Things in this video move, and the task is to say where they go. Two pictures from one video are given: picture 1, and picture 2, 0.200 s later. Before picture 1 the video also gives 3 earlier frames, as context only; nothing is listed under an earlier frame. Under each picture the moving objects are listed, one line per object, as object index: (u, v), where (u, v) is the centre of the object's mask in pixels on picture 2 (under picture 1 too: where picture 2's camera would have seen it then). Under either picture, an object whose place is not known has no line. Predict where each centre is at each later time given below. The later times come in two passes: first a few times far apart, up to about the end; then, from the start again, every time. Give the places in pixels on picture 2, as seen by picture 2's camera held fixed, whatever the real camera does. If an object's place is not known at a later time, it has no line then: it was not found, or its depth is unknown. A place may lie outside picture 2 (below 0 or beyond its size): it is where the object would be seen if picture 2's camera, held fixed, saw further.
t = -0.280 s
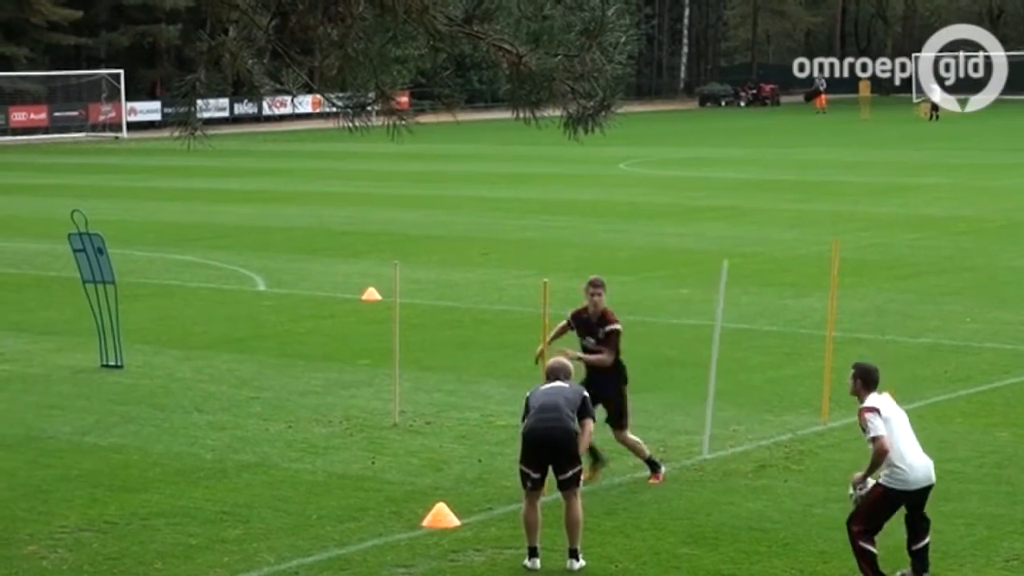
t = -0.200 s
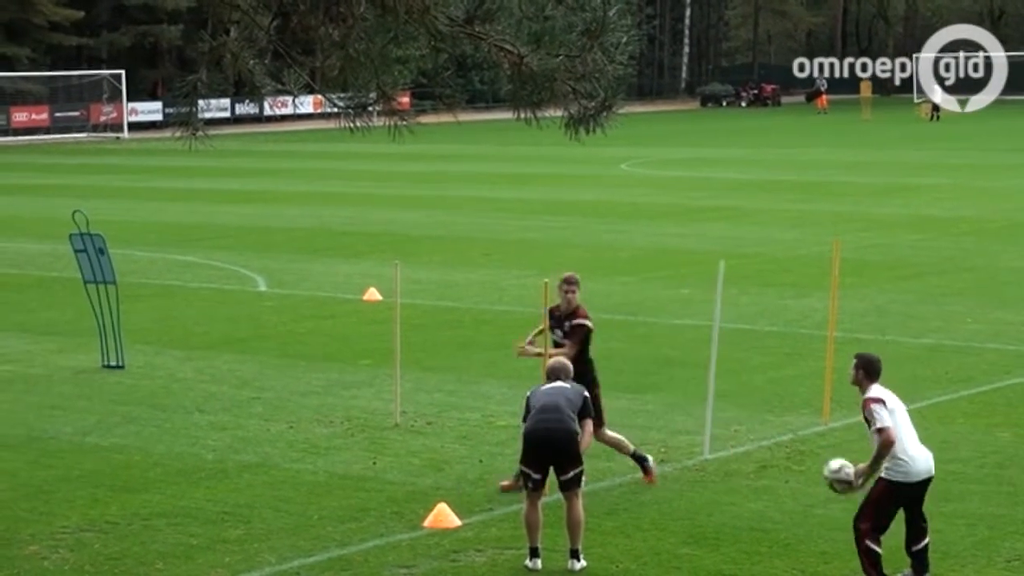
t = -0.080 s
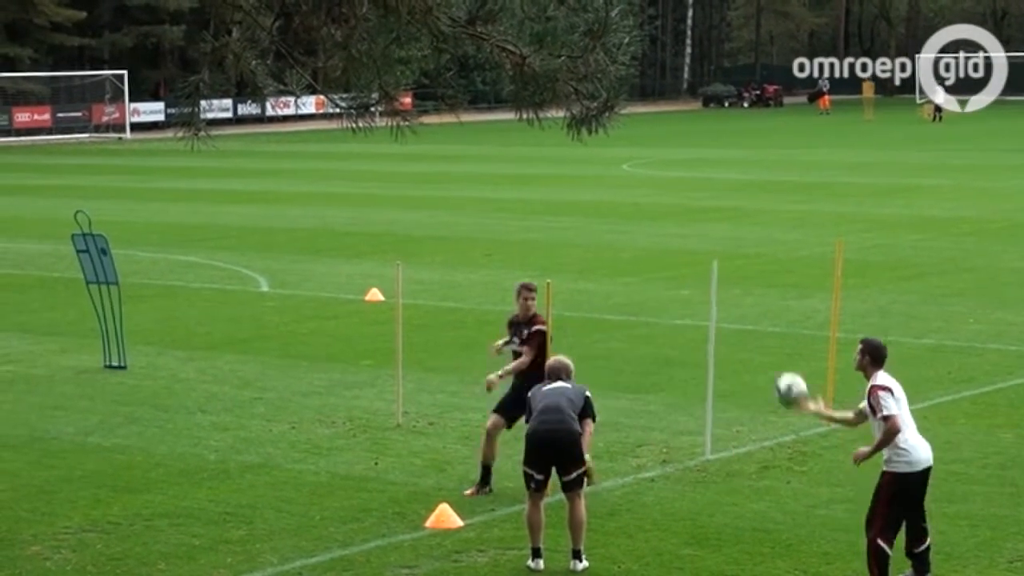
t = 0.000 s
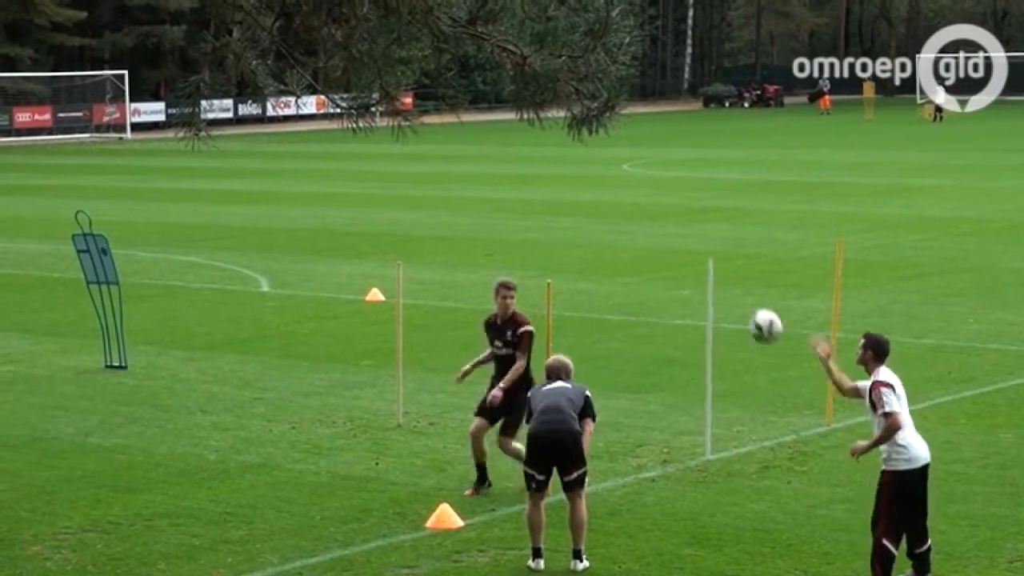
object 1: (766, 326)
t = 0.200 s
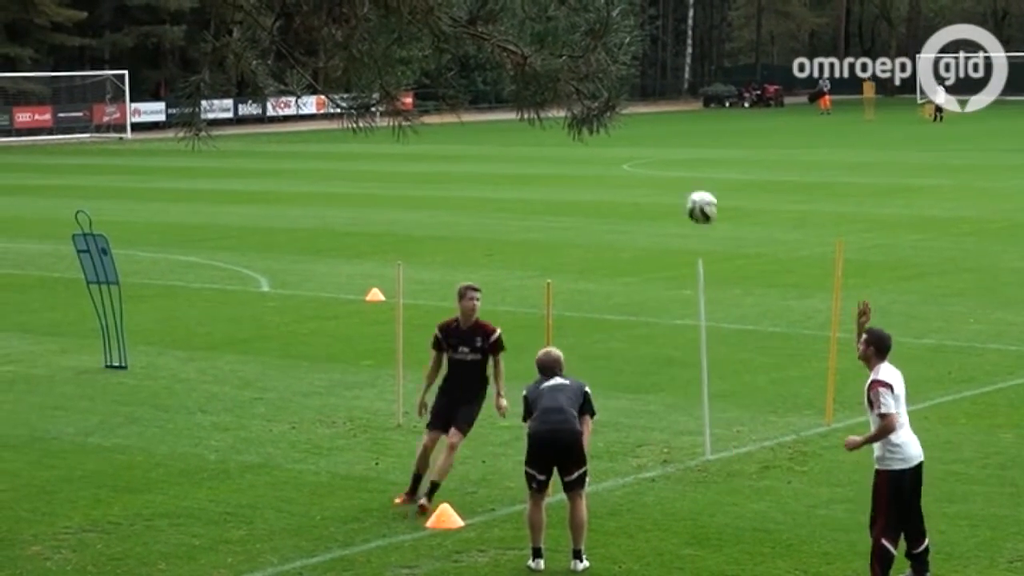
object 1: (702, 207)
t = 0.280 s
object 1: (677, 176)
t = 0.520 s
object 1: (605, 136)
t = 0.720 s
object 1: (546, 164)
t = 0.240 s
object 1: (690, 190)
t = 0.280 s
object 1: (677, 176)
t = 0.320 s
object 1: (665, 163)
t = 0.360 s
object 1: (653, 153)
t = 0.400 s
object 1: (640, 146)
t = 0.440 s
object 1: (628, 140)
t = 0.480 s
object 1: (616, 137)
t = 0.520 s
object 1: (605, 136)
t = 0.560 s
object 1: (593, 137)
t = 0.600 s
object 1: (581, 141)
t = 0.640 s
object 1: (569, 146)
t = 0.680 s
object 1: (558, 154)
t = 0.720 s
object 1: (546, 164)
